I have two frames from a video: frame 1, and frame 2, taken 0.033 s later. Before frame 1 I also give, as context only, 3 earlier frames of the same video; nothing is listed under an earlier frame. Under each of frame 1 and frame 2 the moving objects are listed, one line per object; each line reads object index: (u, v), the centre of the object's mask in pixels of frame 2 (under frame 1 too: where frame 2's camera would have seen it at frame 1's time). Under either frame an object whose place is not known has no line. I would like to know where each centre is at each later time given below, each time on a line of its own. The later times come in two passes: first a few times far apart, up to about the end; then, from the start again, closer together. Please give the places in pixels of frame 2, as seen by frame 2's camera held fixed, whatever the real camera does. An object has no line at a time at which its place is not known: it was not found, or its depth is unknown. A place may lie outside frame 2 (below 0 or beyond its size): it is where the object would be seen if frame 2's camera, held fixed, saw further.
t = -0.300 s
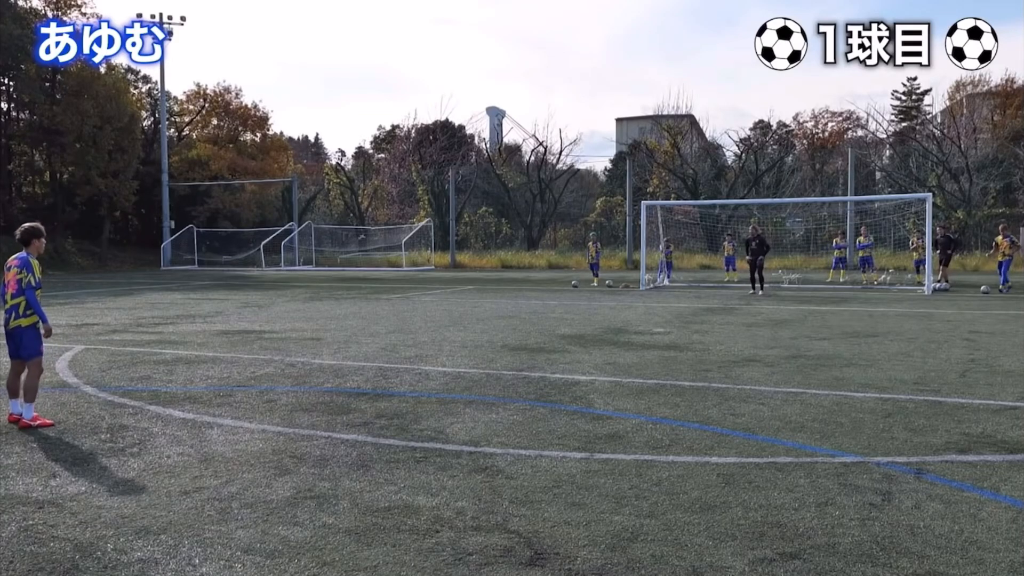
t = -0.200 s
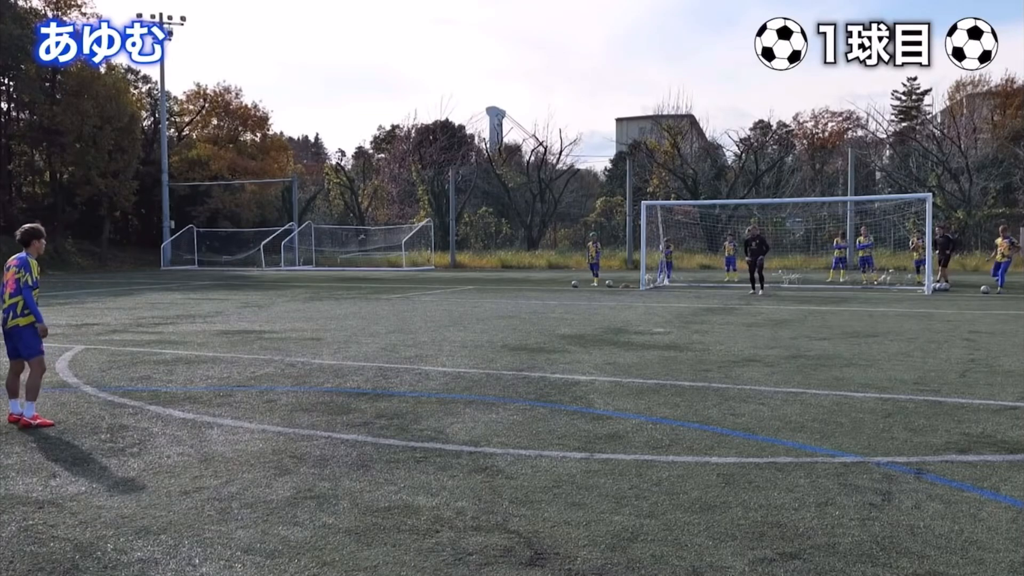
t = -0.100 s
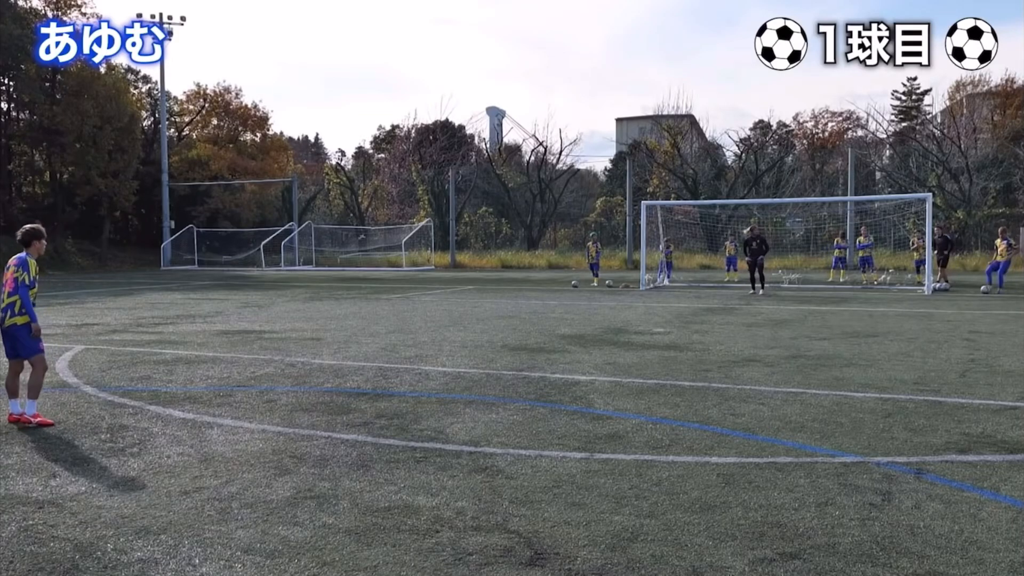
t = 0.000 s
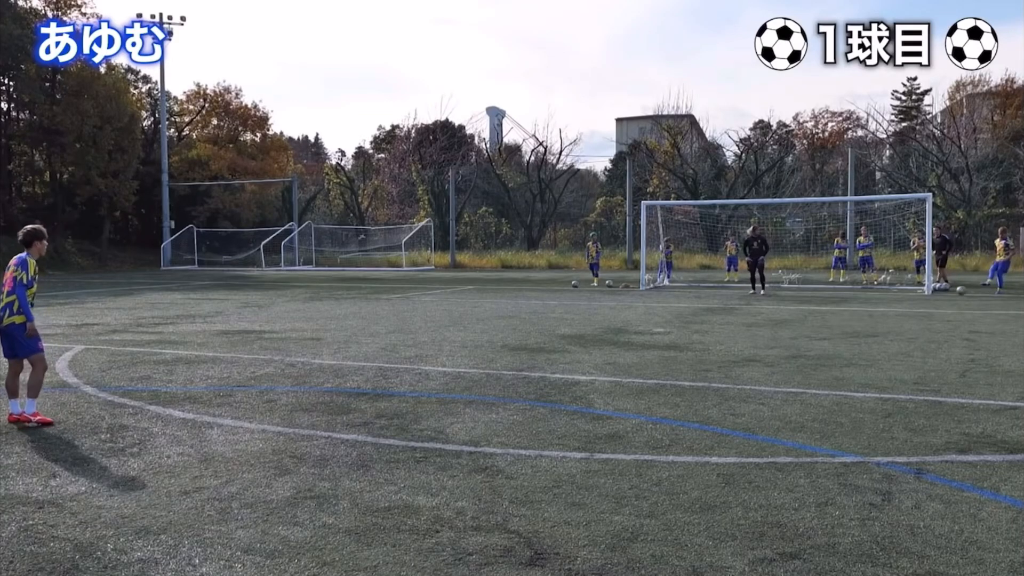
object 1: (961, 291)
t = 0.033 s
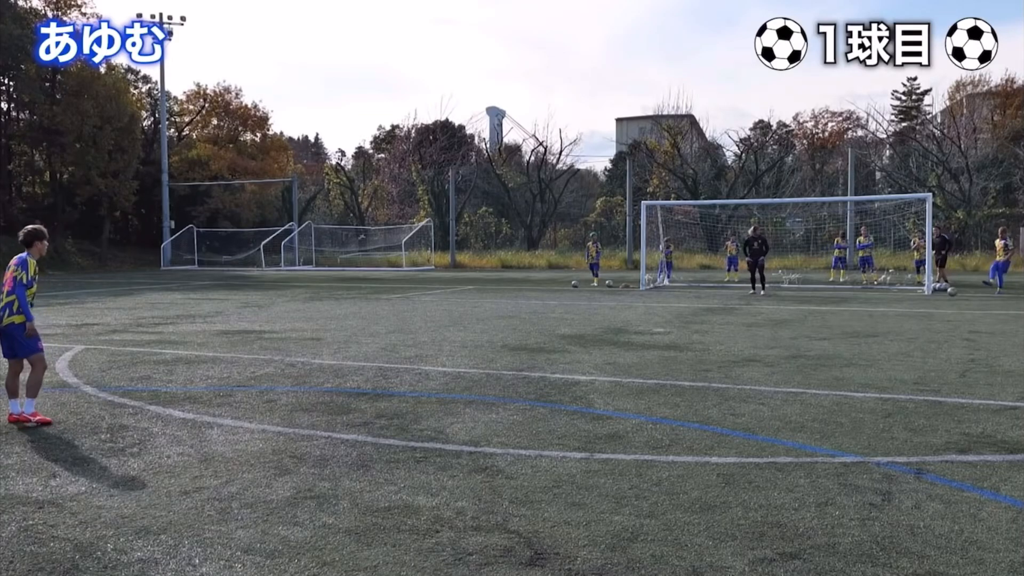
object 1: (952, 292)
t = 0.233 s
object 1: (896, 297)
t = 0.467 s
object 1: (827, 307)
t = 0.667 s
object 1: (769, 316)
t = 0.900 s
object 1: (700, 325)
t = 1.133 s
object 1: (627, 336)
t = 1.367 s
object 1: (544, 345)
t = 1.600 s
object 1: (447, 361)
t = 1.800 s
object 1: (352, 368)
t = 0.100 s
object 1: (933, 296)
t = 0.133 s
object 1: (923, 298)
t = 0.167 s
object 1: (916, 297)
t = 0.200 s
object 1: (906, 297)
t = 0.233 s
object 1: (896, 297)
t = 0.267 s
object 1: (886, 298)
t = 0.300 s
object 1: (876, 300)
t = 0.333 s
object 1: (866, 302)
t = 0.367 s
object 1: (856, 305)
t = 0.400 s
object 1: (846, 307)
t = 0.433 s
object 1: (837, 307)
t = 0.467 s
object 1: (827, 307)
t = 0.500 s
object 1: (818, 308)
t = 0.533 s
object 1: (808, 309)
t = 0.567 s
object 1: (798, 312)
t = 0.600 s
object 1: (787, 315)
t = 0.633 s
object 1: (777, 317)
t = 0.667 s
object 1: (769, 316)
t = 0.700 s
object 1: (759, 315)
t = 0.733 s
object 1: (749, 316)
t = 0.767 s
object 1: (740, 317)
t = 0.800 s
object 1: (730, 320)
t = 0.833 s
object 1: (720, 322)
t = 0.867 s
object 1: (710, 327)
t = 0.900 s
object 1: (700, 325)
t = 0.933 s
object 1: (690, 324)
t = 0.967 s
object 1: (680, 324)
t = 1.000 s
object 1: (670, 325)
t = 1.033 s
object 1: (660, 326)
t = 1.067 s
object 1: (649, 329)
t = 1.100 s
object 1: (638, 332)
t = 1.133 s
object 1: (627, 336)
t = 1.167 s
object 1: (616, 337)
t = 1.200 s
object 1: (605, 336)
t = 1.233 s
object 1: (593, 336)
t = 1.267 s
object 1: (581, 337)
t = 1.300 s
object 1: (569, 339)
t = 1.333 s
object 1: (557, 341)
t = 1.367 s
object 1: (544, 345)
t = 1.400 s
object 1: (531, 350)
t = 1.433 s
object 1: (519, 351)
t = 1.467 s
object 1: (505, 350)
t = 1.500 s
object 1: (491, 351)
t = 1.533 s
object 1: (477, 353)
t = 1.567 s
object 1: (462, 356)
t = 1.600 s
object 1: (447, 361)
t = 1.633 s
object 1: (432, 364)
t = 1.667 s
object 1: (417, 363)
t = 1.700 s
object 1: (401, 362)
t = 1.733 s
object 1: (385, 363)
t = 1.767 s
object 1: (368, 365)
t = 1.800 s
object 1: (352, 368)
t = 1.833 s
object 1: (334, 373)
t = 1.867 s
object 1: (316, 378)
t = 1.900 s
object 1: (298, 381)
